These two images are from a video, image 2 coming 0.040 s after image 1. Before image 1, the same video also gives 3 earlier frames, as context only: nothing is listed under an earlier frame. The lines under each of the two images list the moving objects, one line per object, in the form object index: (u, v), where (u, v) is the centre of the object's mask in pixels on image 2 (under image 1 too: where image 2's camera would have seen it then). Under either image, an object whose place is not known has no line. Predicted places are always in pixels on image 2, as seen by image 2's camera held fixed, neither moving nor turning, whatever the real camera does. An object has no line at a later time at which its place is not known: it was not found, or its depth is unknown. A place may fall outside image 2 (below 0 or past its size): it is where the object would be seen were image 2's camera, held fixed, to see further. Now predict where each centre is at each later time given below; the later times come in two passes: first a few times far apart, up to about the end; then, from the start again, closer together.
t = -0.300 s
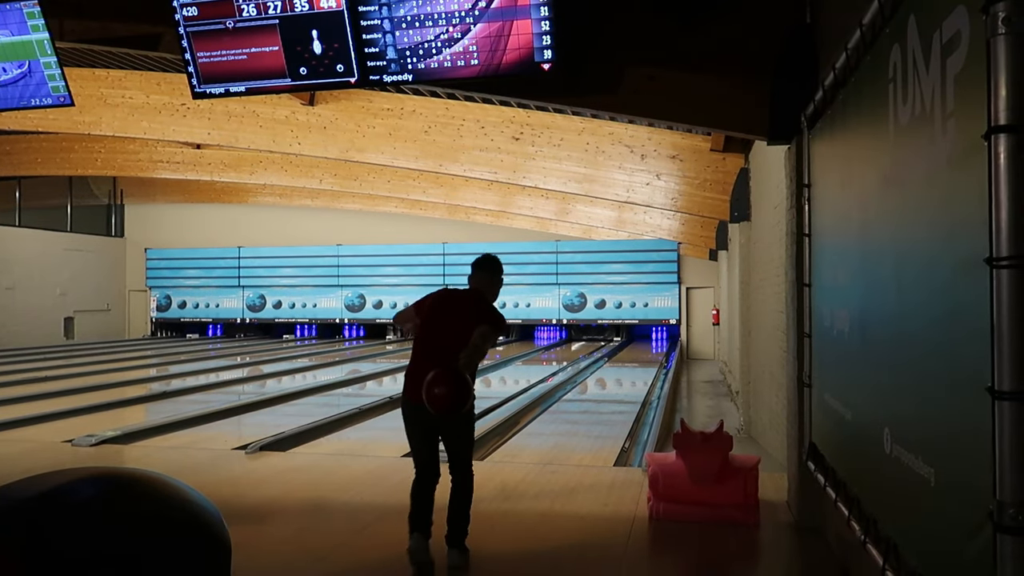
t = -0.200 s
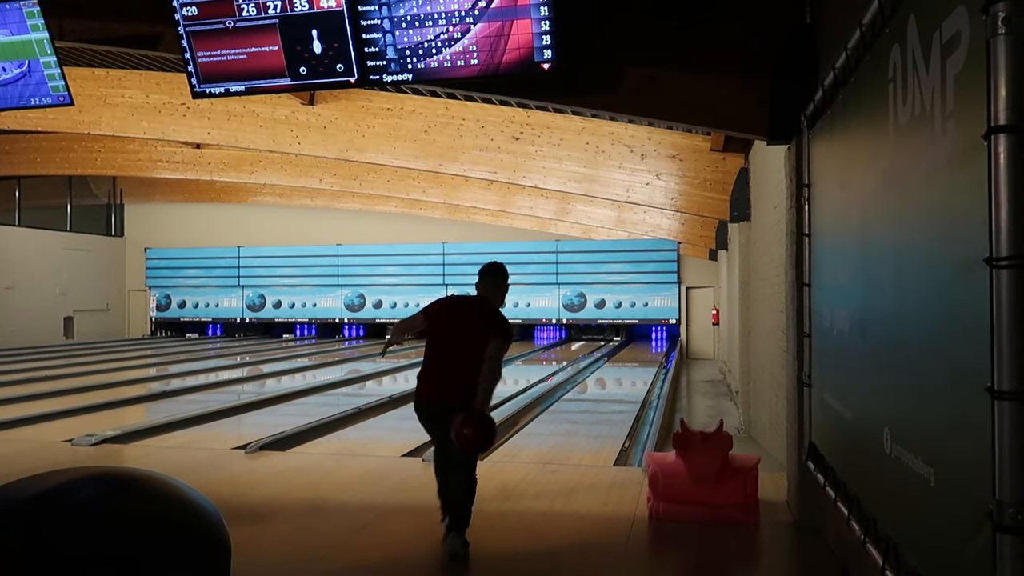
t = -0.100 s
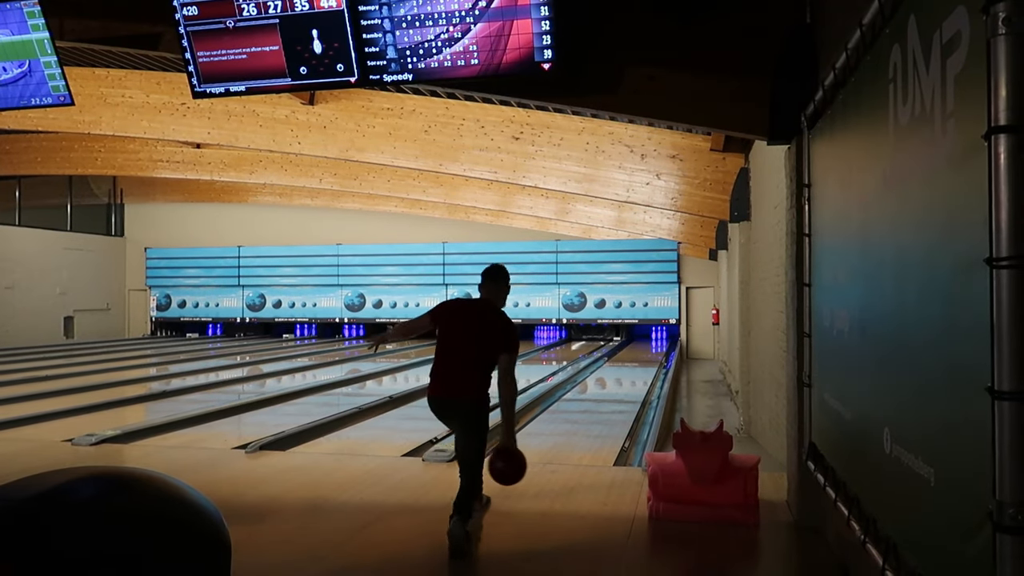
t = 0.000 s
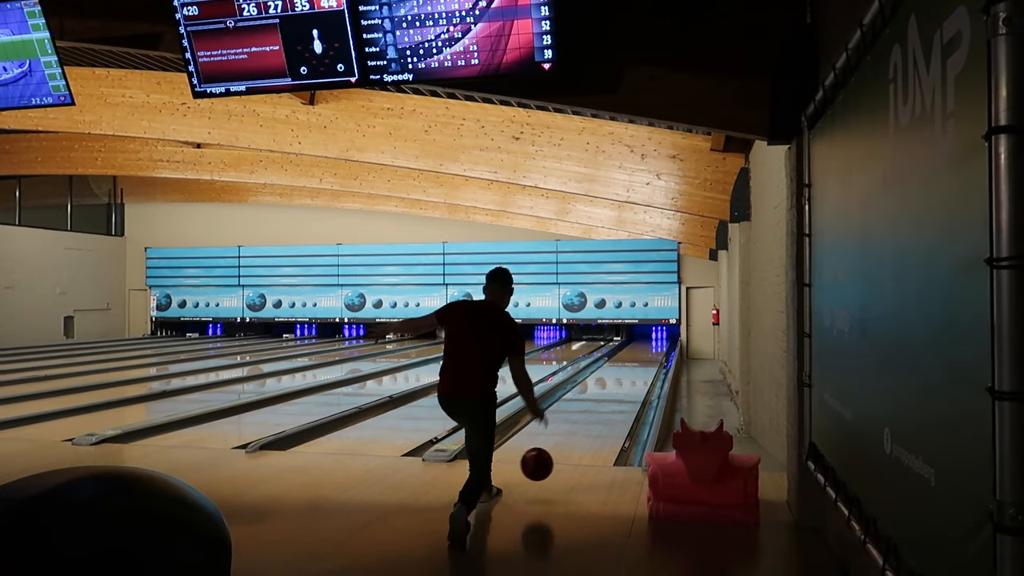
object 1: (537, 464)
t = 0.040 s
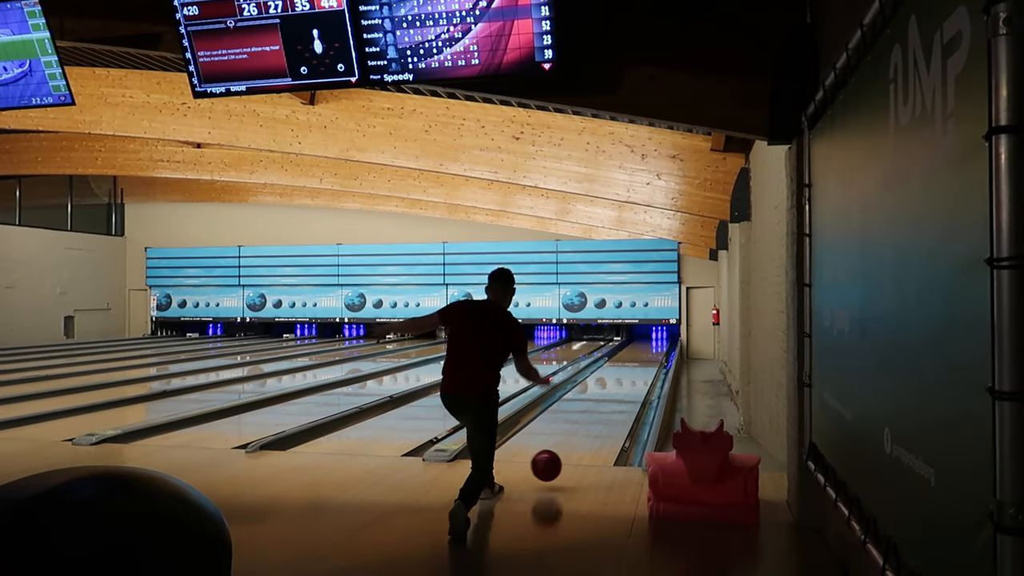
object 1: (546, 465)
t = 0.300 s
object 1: (586, 423)
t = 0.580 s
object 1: (610, 394)
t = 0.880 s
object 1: (625, 375)
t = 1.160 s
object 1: (634, 363)
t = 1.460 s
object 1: (641, 354)
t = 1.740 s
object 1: (646, 348)
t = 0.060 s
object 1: (550, 467)
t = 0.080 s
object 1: (555, 461)
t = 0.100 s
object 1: (558, 454)
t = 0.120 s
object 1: (562, 449)
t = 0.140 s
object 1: (565, 444)
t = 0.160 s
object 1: (568, 439)
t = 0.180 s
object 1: (571, 436)
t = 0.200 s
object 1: (574, 433)
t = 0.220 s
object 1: (577, 430)
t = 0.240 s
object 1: (579, 429)
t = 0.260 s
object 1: (582, 427)
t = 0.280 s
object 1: (584, 426)
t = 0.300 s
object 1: (586, 423)
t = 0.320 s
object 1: (588, 421)
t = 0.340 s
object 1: (590, 418)
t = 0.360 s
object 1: (592, 416)
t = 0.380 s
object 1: (594, 414)
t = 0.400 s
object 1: (596, 411)
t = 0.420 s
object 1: (598, 409)
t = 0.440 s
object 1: (600, 407)
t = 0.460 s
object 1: (602, 405)
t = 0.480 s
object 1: (603, 403)
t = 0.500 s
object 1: (605, 401)
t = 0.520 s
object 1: (606, 399)
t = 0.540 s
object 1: (608, 397)
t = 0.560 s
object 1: (609, 396)
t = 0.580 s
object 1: (610, 394)
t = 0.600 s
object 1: (611, 392)
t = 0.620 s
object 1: (612, 391)
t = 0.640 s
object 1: (614, 389)
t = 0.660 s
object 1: (615, 388)
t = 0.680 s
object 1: (616, 386)
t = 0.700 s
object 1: (617, 385)
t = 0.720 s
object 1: (618, 384)
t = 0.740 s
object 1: (619, 383)
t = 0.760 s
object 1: (620, 382)
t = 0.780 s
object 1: (621, 380)
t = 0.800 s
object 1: (622, 379)
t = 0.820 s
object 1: (622, 378)
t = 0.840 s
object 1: (623, 377)
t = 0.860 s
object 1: (624, 376)
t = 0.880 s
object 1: (625, 375)
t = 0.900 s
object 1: (626, 374)
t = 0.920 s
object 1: (626, 373)
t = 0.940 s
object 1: (627, 372)
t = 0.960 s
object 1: (628, 371)
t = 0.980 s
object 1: (629, 370)
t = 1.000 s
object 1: (629, 369)
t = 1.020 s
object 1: (630, 369)
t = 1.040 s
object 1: (631, 368)
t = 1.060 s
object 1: (632, 367)
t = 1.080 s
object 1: (632, 366)
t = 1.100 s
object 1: (633, 366)
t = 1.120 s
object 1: (633, 364)
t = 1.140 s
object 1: (634, 364)
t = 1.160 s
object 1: (634, 363)
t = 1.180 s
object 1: (635, 362)
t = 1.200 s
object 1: (636, 362)
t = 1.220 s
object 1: (636, 362)
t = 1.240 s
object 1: (636, 361)
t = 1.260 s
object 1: (637, 360)
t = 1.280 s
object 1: (637, 359)
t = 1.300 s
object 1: (638, 359)
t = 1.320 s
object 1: (638, 358)
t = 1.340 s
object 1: (639, 357)
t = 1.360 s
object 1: (639, 357)
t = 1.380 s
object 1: (639, 356)
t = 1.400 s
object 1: (640, 356)
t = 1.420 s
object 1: (640, 355)
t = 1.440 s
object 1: (640, 355)
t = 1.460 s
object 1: (641, 354)
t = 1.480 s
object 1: (642, 354)
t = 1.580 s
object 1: (643, 351)
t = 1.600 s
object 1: (644, 350)
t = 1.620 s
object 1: (644, 350)
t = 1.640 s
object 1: (644, 350)
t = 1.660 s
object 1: (645, 350)
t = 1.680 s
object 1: (645, 349)
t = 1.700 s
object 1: (645, 348)
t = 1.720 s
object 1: (645, 348)
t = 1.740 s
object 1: (646, 348)
